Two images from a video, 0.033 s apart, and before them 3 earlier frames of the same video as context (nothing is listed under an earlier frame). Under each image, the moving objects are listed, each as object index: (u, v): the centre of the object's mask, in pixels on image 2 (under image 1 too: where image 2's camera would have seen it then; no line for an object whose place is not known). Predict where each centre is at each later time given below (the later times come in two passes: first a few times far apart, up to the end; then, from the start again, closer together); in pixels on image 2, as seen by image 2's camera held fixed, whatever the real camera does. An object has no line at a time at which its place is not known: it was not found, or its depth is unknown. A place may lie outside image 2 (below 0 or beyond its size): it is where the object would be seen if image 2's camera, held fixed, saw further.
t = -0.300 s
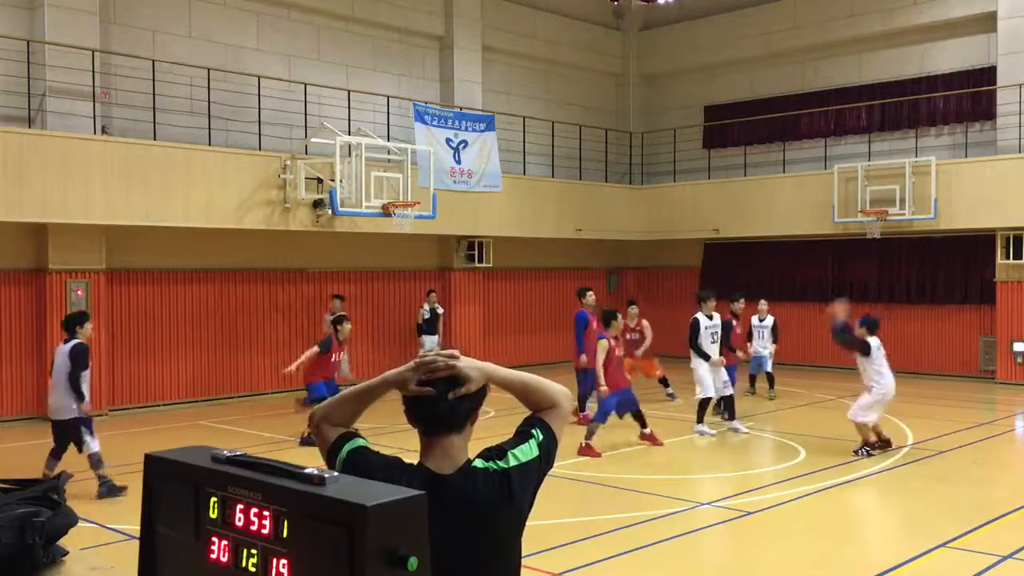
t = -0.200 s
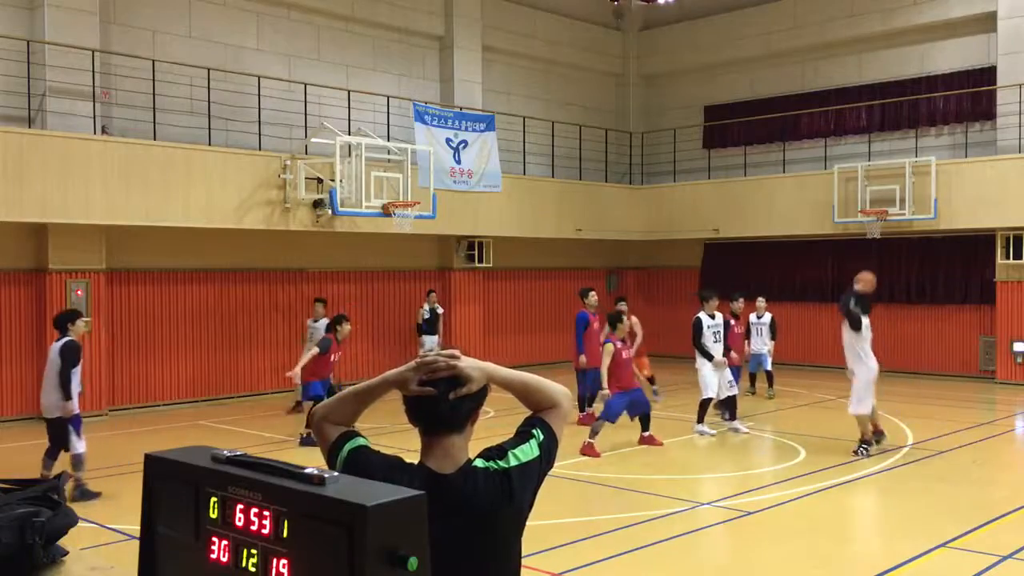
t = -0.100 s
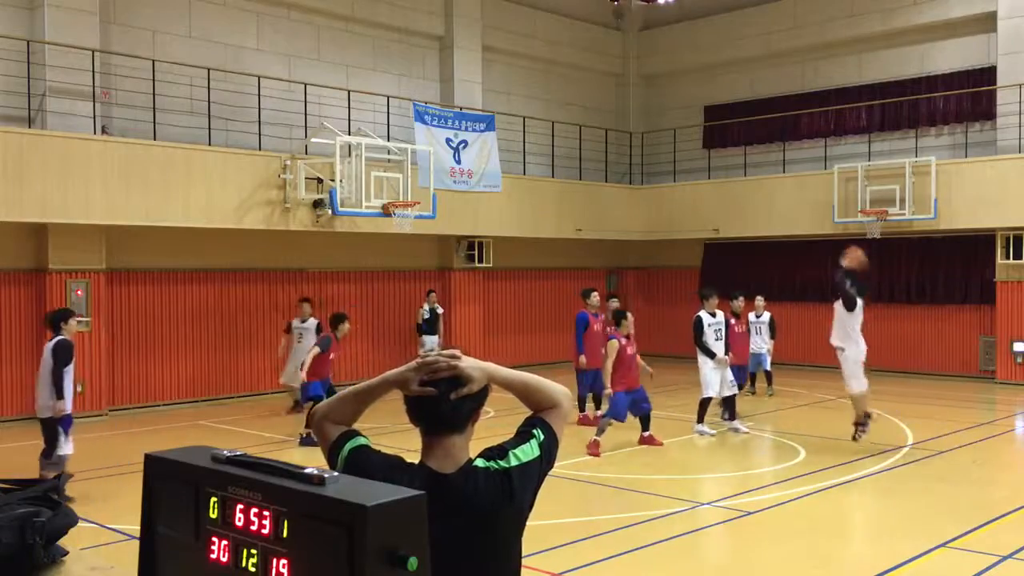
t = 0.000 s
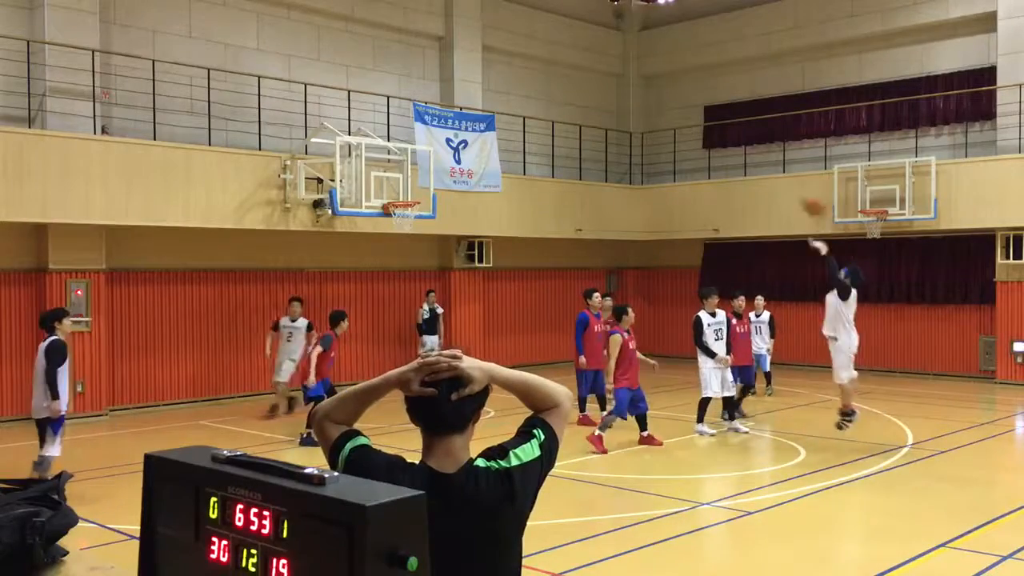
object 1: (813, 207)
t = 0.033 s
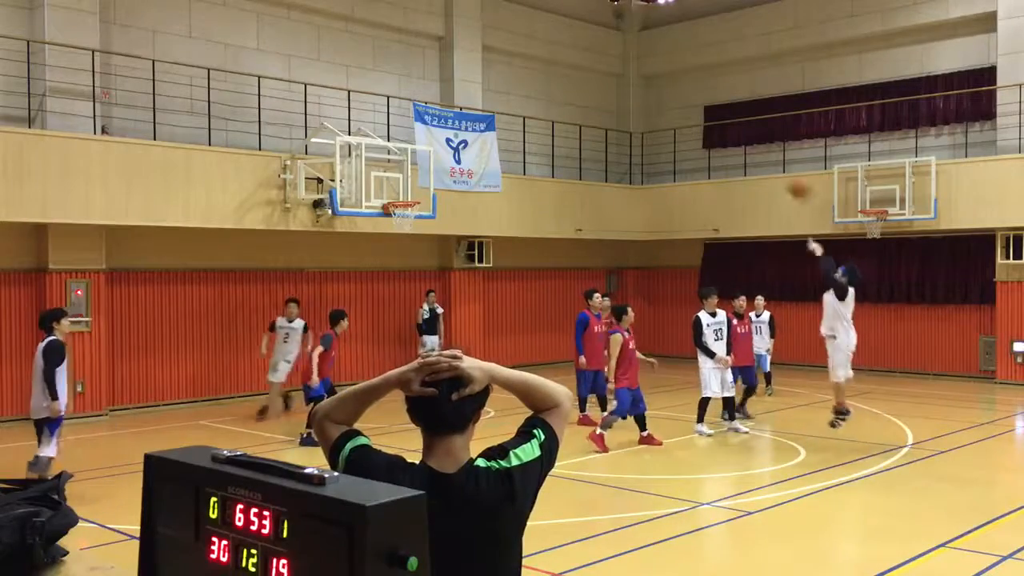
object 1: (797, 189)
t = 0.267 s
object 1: (702, 98)
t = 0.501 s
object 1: (617, 65)
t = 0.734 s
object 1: (542, 74)
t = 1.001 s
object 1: (467, 127)
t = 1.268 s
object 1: (405, 191)
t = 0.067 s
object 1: (785, 171)
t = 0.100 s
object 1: (773, 156)
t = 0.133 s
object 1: (756, 142)
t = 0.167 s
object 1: (742, 130)
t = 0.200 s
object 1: (728, 119)
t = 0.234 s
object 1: (715, 110)
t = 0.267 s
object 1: (702, 98)
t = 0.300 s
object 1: (688, 91)
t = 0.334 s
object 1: (675, 84)
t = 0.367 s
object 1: (663, 78)
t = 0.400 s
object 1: (652, 72)
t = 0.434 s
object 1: (641, 68)
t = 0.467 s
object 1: (628, 66)
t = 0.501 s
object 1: (617, 65)
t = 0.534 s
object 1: (606, 64)
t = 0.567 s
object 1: (595, 63)
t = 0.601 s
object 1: (583, 64)
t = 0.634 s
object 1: (574, 65)
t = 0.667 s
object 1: (563, 67)
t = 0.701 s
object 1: (552, 70)
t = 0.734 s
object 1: (542, 74)
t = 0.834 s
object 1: (512, 92)
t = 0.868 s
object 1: (503, 98)
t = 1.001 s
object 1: (467, 127)
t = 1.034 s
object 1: (459, 140)
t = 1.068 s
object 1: (449, 149)
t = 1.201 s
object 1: (417, 194)
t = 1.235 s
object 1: (410, 192)
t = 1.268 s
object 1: (405, 191)
